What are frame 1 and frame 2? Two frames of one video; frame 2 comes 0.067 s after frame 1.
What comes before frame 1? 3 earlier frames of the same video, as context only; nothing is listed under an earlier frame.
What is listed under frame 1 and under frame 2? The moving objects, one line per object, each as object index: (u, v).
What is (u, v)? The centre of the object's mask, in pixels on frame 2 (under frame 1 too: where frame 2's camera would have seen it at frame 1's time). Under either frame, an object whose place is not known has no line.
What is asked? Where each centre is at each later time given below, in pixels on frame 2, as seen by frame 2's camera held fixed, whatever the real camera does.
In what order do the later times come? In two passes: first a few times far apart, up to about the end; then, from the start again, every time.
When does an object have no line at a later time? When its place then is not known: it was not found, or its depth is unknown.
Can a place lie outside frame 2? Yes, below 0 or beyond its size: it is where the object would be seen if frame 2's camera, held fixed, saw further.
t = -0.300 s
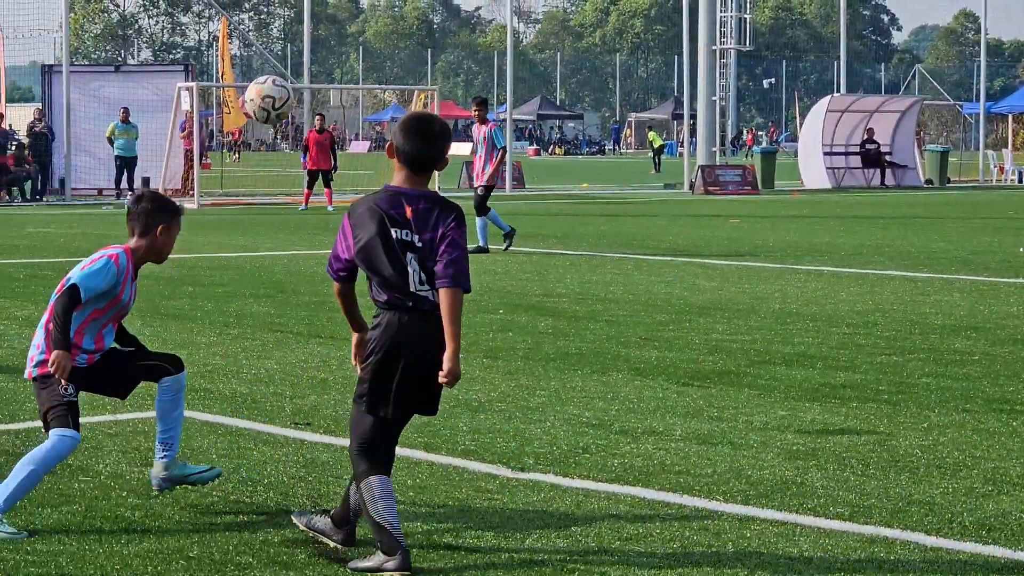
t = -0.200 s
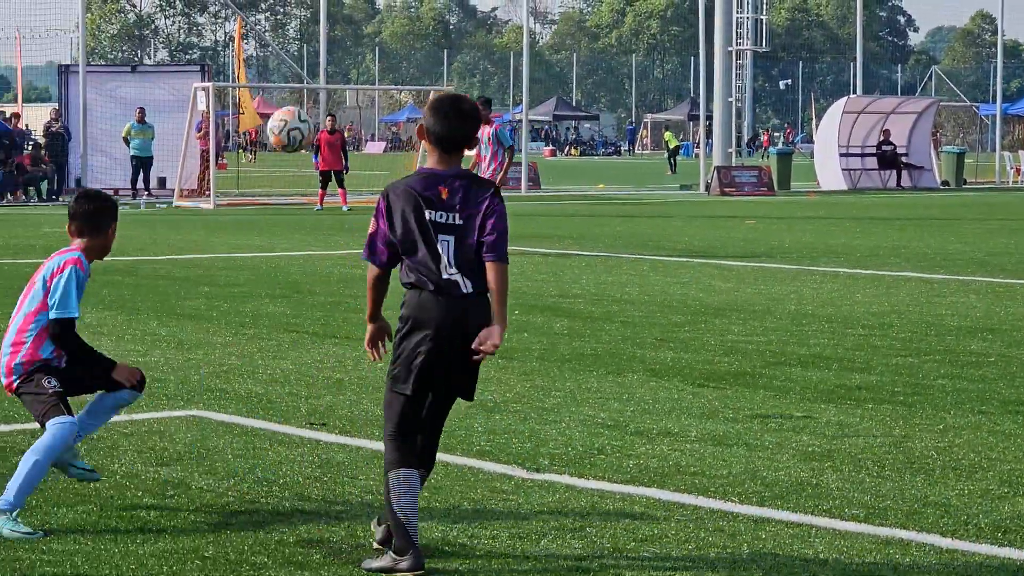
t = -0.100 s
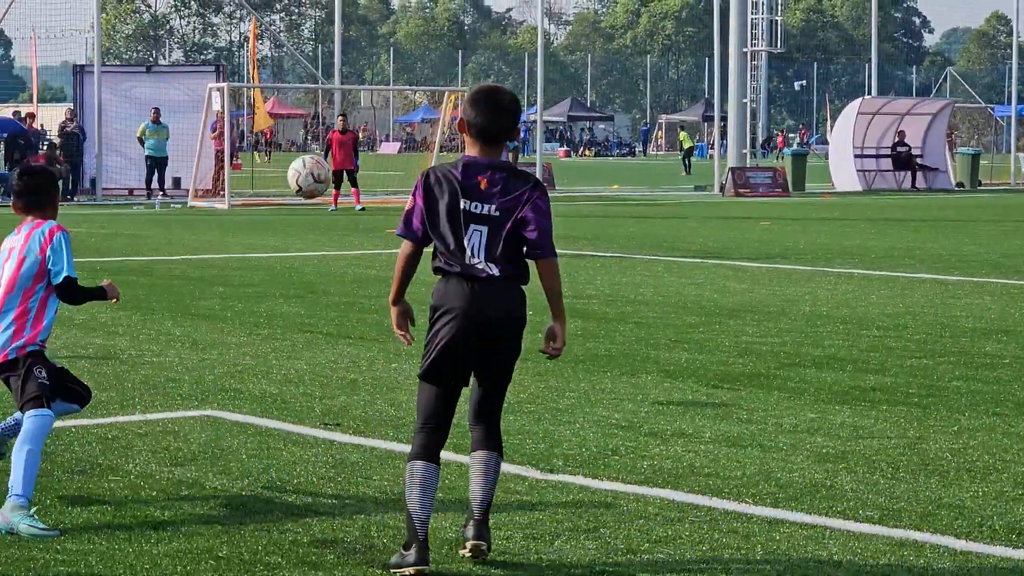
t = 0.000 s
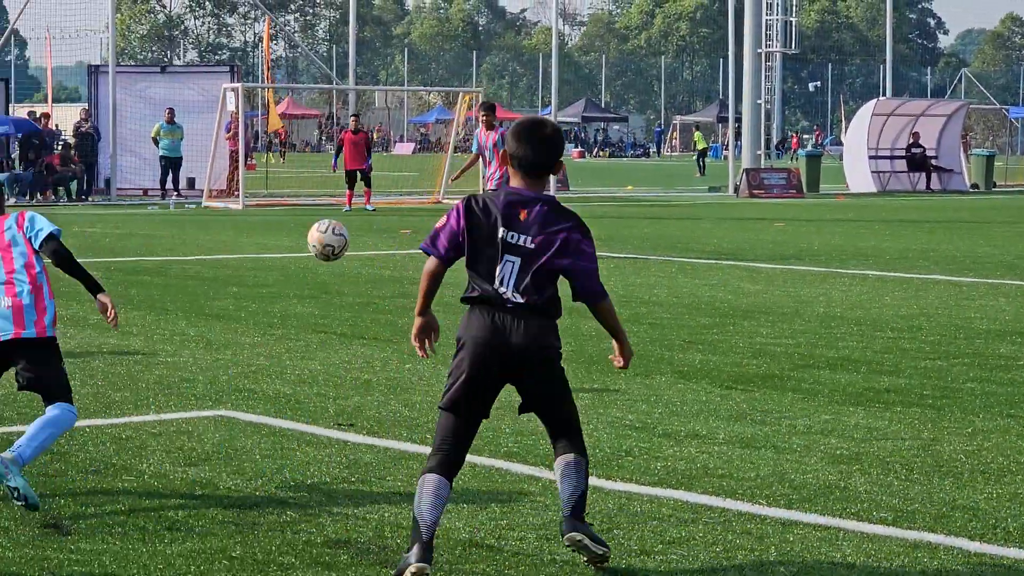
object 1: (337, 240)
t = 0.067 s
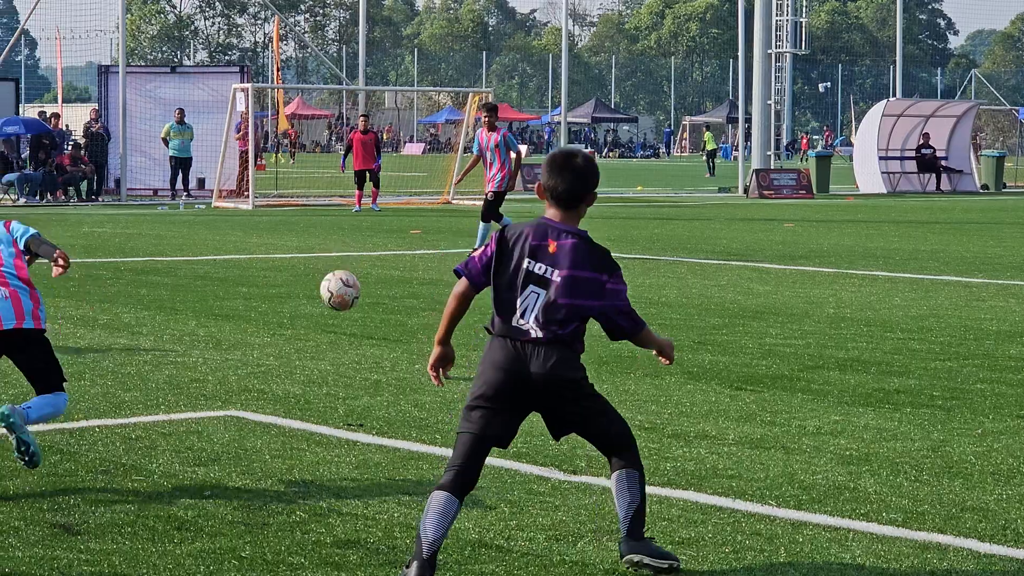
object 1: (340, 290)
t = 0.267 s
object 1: (333, 287)
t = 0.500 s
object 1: (315, 234)
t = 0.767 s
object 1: (297, 287)
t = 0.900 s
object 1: (291, 286)
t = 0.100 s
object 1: (342, 318)
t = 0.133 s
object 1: (343, 346)
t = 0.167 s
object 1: (342, 341)
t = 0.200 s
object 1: (339, 320)
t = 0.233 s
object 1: (336, 302)
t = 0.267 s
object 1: (333, 287)
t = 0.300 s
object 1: (331, 272)
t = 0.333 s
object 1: (328, 261)
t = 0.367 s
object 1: (325, 251)
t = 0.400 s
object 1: (323, 244)
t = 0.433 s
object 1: (320, 239)
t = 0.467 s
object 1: (318, 235)
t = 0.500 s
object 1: (315, 234)
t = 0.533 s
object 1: (313, 235)
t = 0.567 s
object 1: (310, 237)
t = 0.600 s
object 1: (308, 241)
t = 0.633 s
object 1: (306, 247)
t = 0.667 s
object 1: (304, 255)
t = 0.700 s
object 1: (301, 264)
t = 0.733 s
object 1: (299, 274)
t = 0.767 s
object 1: (297, 287)
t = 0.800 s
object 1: (295, 301)
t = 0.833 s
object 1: (293, 306)
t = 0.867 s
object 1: (292, 295)
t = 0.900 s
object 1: (291, 286)
